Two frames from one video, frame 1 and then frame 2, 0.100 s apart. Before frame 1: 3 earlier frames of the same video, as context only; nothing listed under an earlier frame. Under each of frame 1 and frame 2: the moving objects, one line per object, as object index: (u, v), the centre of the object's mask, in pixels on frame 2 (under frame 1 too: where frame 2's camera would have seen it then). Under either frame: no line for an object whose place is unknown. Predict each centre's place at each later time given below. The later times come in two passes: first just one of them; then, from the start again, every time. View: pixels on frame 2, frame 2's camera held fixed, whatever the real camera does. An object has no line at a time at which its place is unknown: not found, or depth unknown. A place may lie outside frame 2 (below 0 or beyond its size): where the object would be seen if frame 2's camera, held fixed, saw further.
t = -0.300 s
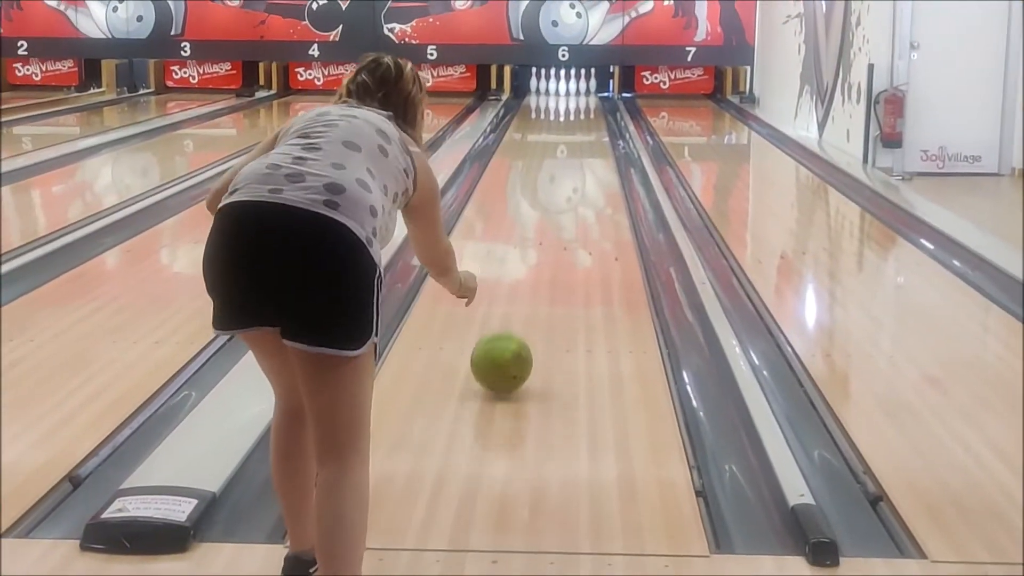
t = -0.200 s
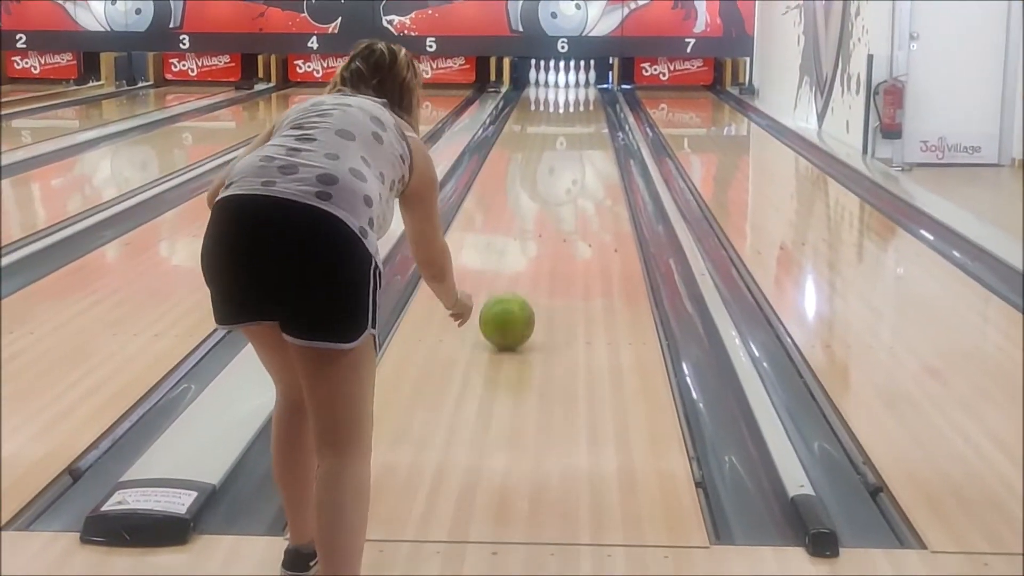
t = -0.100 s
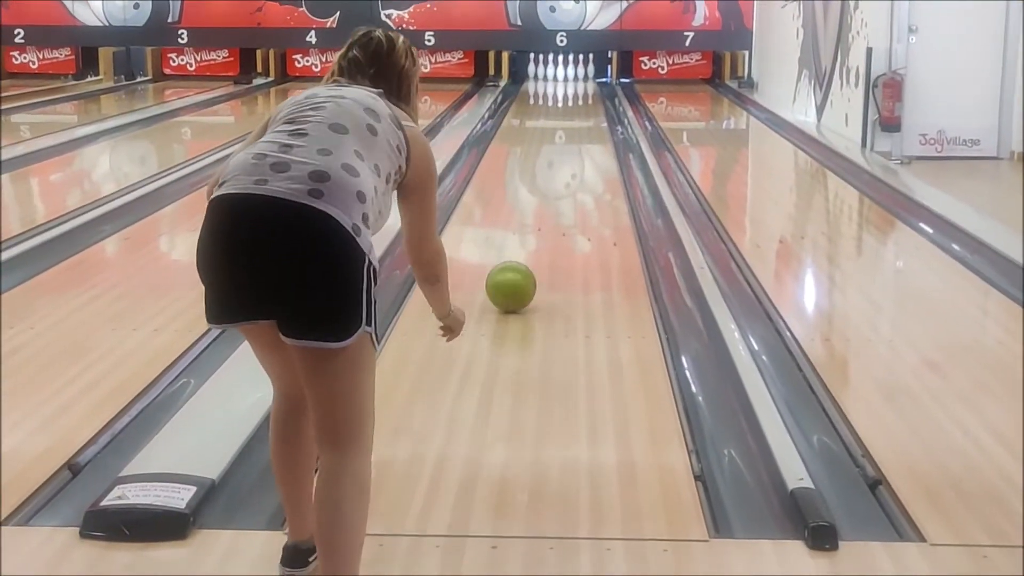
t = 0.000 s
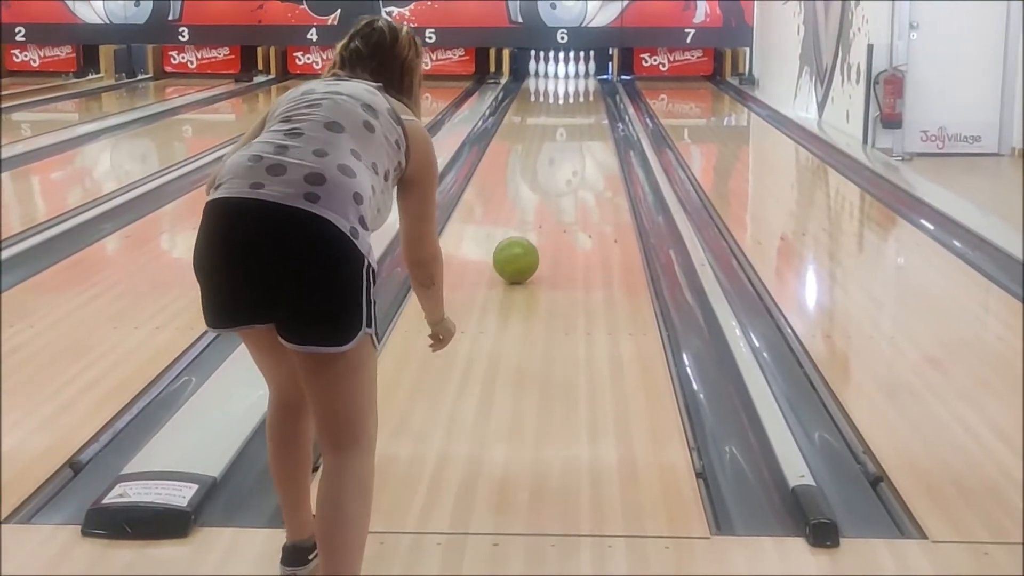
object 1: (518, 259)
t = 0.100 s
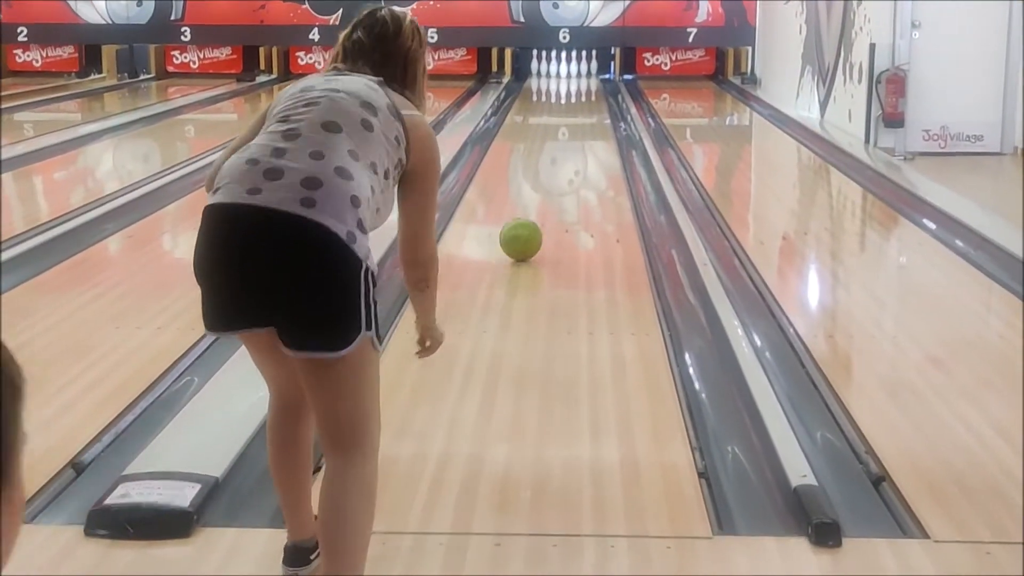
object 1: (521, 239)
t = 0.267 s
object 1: (524, 214)
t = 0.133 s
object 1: (521, 233)
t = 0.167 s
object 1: (522, 228)
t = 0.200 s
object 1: (523, 223)
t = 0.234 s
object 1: (524, 218)
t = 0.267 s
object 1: (524, 214)
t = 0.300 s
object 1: (525, 210)
